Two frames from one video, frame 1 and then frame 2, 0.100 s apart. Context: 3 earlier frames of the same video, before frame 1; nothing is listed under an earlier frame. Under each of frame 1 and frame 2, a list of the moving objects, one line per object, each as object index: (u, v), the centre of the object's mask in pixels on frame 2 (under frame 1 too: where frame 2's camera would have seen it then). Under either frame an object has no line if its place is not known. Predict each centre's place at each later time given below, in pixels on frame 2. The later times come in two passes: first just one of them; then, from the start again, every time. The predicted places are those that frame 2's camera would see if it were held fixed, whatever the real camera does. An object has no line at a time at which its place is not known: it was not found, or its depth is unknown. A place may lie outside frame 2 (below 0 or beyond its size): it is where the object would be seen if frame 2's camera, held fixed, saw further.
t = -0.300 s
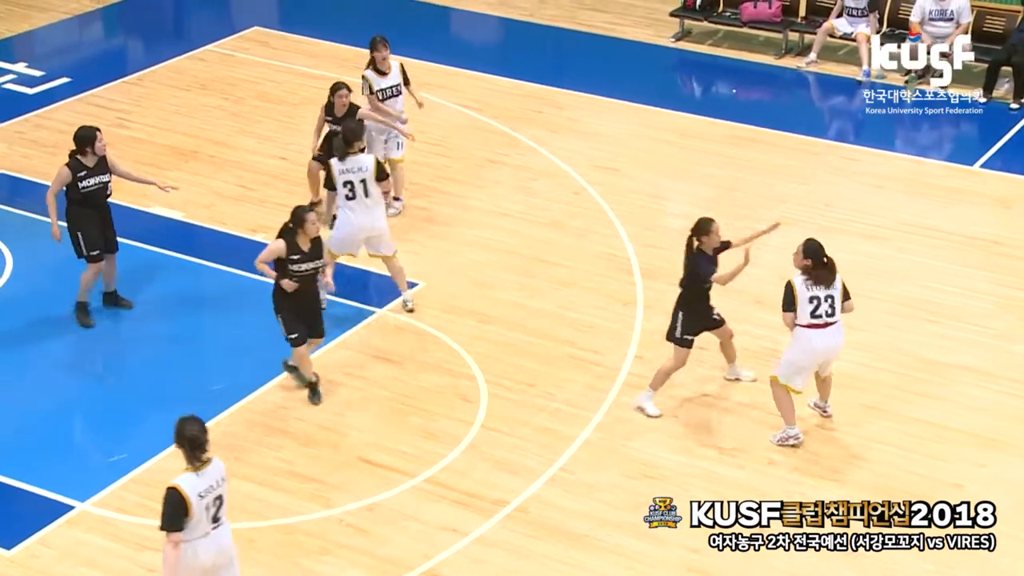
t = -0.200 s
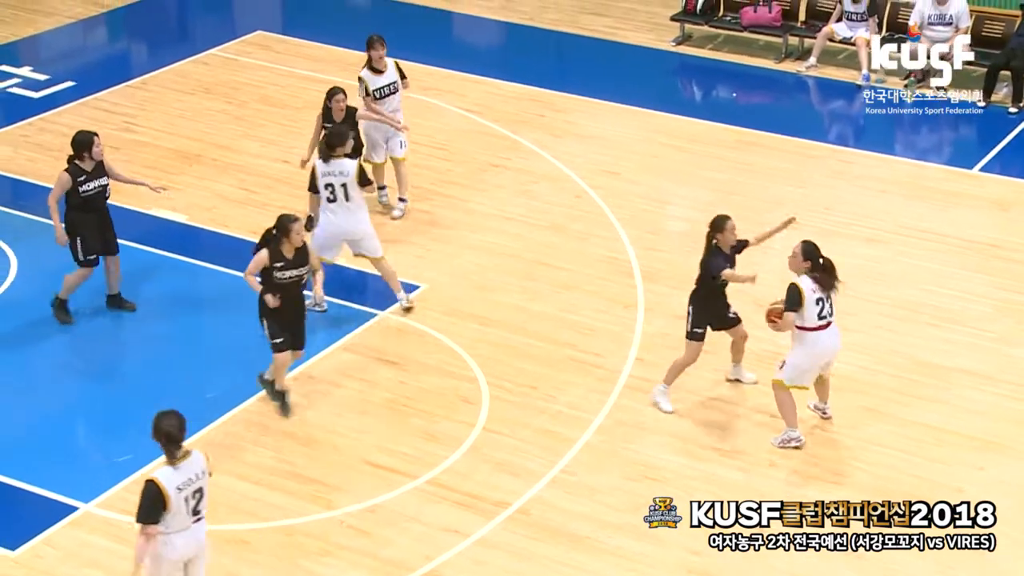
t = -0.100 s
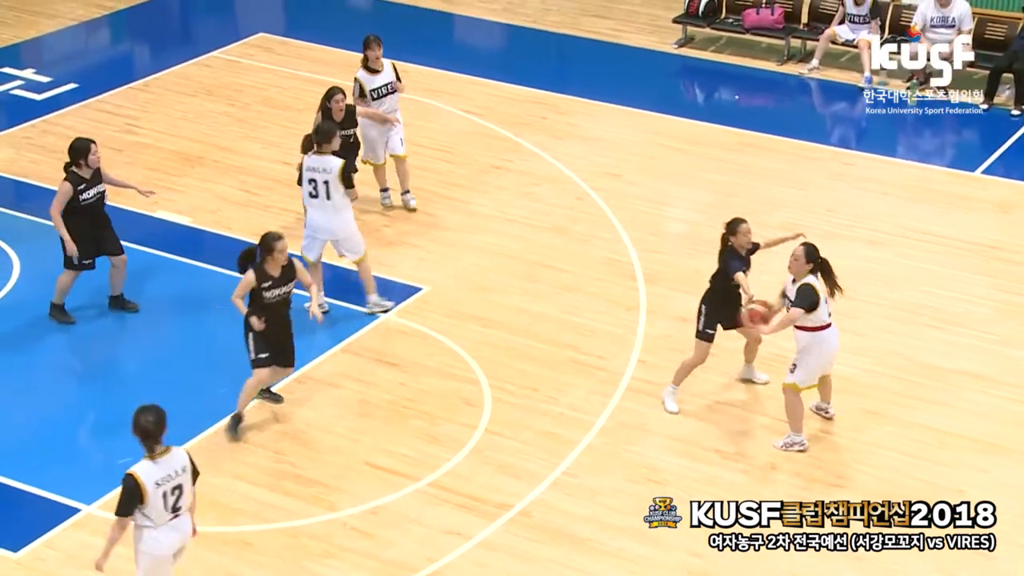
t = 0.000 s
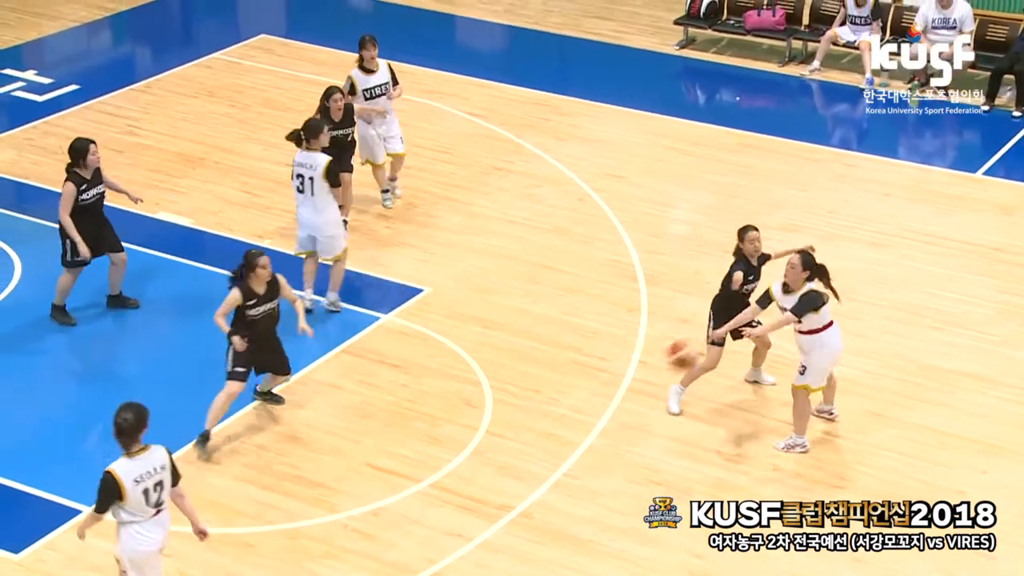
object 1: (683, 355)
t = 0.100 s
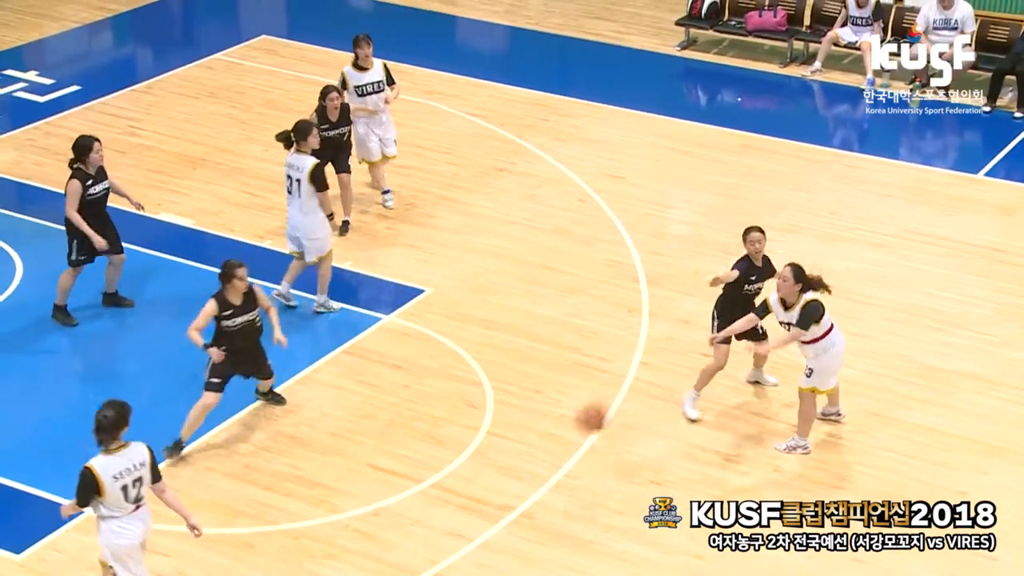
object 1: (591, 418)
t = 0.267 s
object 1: (465, 485)
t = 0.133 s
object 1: (562, 440)
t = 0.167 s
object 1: (529, 468)
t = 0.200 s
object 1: (497, 496)
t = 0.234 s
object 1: (479, 496)
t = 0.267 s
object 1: (465, 485)
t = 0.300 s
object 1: (450, 477)
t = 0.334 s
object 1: (436, 470)
